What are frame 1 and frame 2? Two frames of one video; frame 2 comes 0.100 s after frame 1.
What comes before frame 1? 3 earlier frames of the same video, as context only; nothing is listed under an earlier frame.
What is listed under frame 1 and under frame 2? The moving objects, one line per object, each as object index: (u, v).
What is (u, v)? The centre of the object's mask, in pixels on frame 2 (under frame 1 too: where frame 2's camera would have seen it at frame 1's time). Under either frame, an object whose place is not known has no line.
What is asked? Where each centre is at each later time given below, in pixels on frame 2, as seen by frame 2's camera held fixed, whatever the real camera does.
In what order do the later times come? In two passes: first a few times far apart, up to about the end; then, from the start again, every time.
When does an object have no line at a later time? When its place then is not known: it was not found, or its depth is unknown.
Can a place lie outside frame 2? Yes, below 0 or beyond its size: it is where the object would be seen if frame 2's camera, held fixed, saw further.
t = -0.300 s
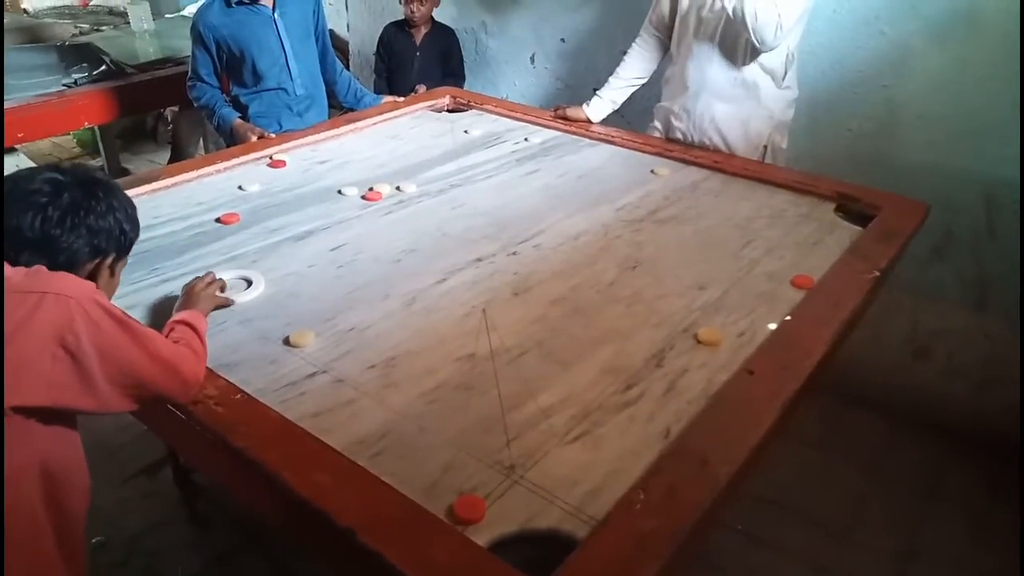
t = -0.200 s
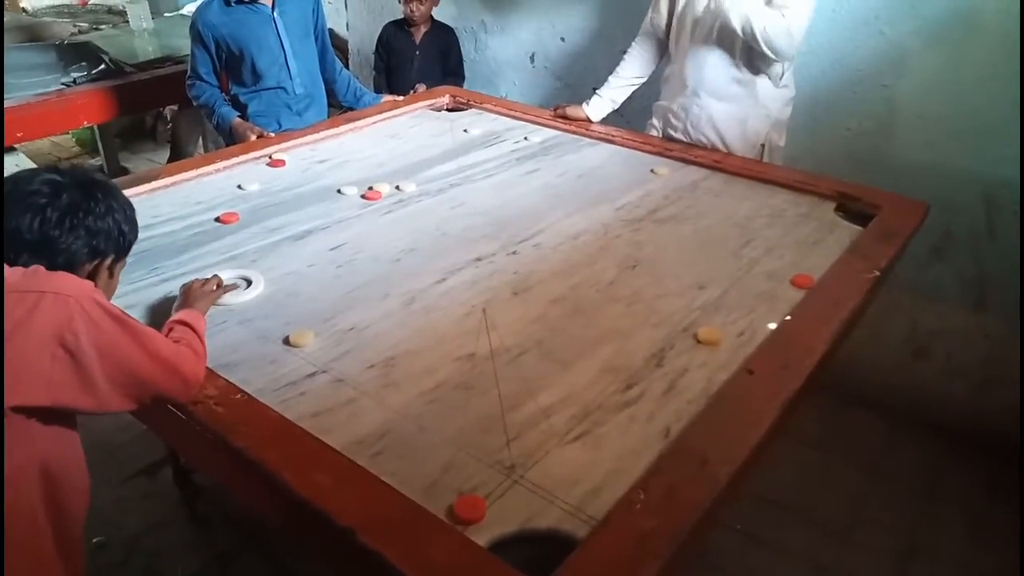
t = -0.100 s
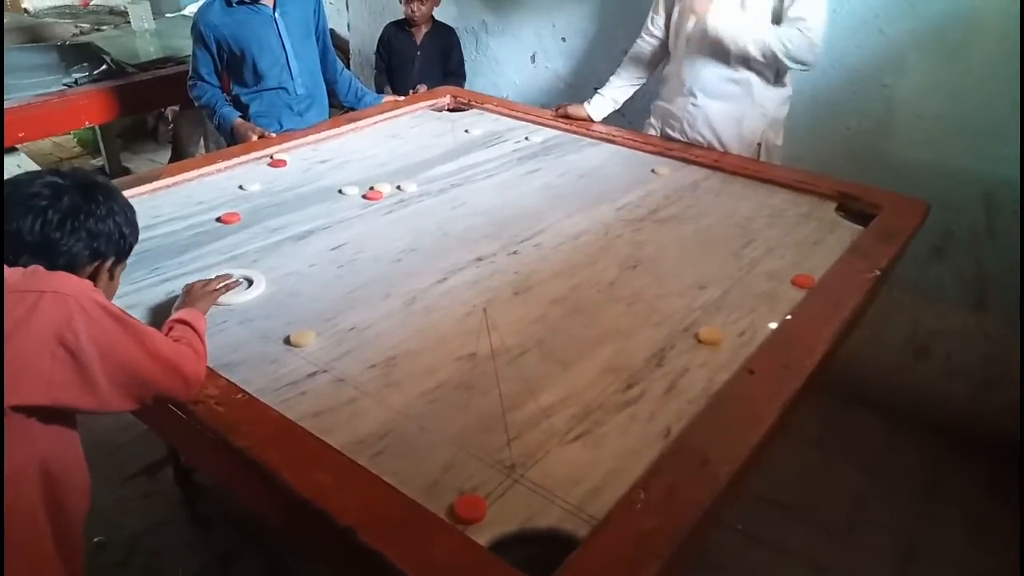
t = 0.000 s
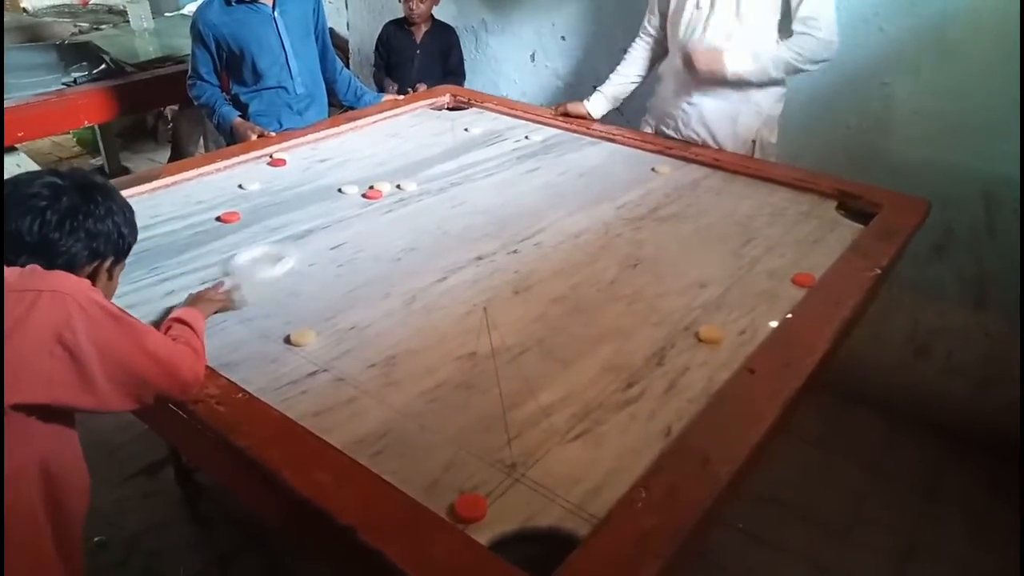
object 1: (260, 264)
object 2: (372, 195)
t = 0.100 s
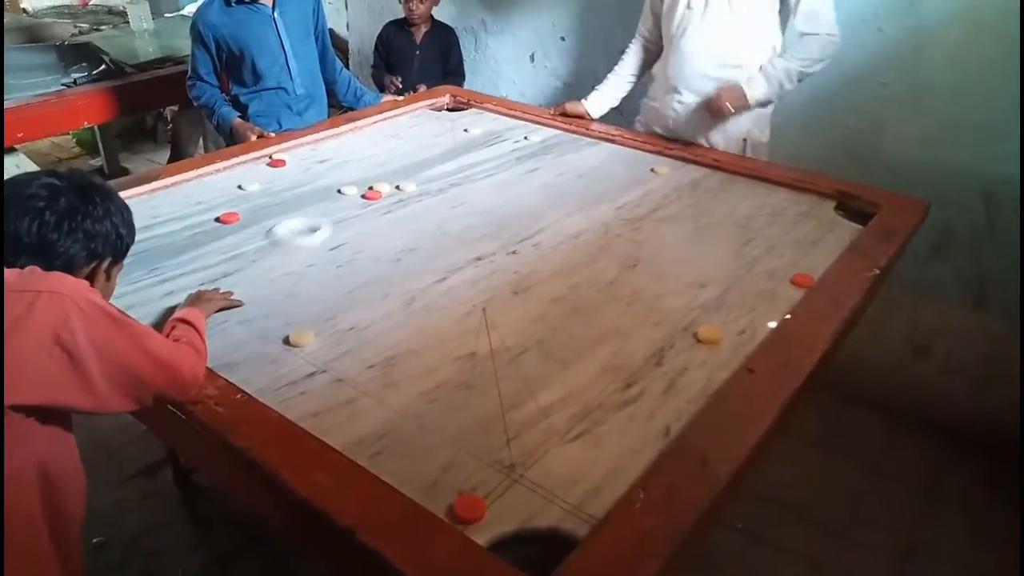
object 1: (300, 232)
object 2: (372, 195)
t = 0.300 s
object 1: (350, 189)
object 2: (394, 194)
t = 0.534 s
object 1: (370, 161)
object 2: (448, 195)
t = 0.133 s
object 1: (313, 222)
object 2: (372, 195)
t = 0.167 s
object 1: (324, 213)
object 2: (372, 195)
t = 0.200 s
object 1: (334, 205)
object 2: (372, 195)
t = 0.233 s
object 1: (341, 198)
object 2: (376, 194)
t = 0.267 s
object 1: (346, 193)
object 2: (385, 194)
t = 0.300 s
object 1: (350, 189)
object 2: (394, 194)
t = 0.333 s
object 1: (354, 184)
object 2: (402, 194)
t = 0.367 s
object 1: (356, 179)
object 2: (411, 195)
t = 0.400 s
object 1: (360, 176)
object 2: (419, 194)
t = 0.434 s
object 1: (362, 171)
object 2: (427, 195)
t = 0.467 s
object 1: (364, 168)
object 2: (434, 195)
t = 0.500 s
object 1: (367, 164)
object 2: (441, 195)
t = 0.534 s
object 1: (370, 161)
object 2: (448, 195)
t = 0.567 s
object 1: (372, 158)
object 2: (455, 195)
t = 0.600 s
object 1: (374, 155)
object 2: (461, 195)
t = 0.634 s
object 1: (375, 153)
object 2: (466, 195)
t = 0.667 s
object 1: (377, 149)
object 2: (473, 195)
